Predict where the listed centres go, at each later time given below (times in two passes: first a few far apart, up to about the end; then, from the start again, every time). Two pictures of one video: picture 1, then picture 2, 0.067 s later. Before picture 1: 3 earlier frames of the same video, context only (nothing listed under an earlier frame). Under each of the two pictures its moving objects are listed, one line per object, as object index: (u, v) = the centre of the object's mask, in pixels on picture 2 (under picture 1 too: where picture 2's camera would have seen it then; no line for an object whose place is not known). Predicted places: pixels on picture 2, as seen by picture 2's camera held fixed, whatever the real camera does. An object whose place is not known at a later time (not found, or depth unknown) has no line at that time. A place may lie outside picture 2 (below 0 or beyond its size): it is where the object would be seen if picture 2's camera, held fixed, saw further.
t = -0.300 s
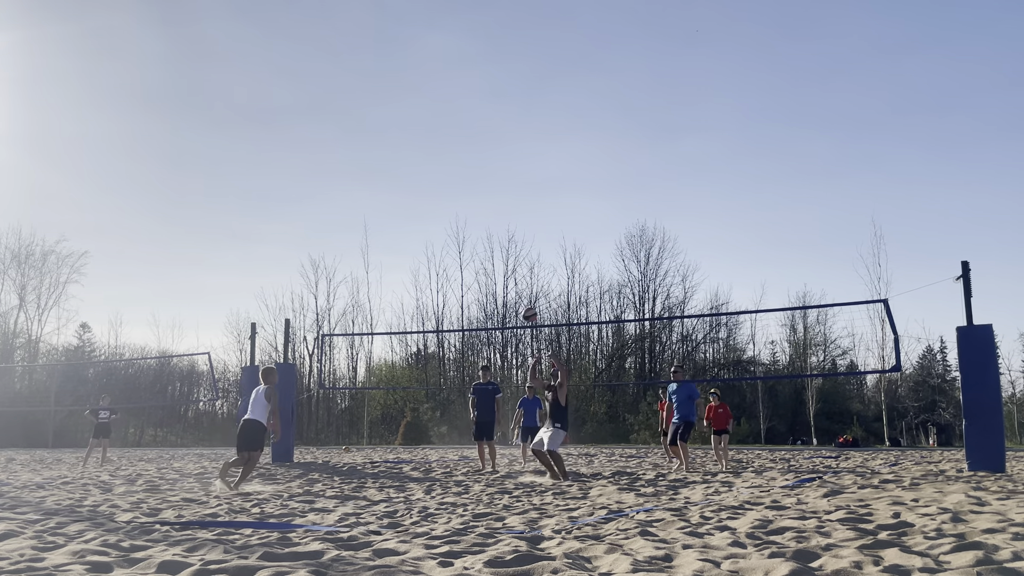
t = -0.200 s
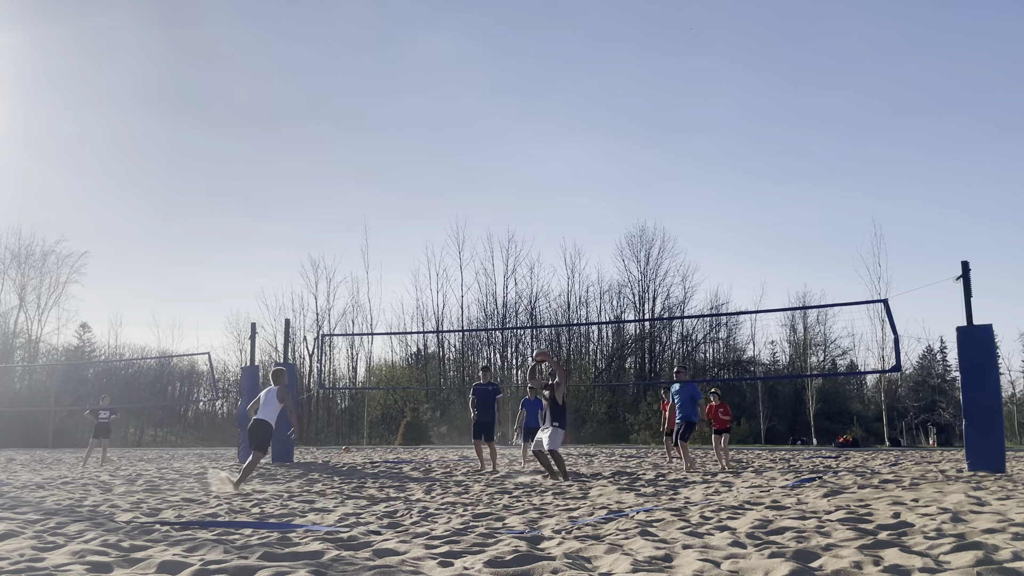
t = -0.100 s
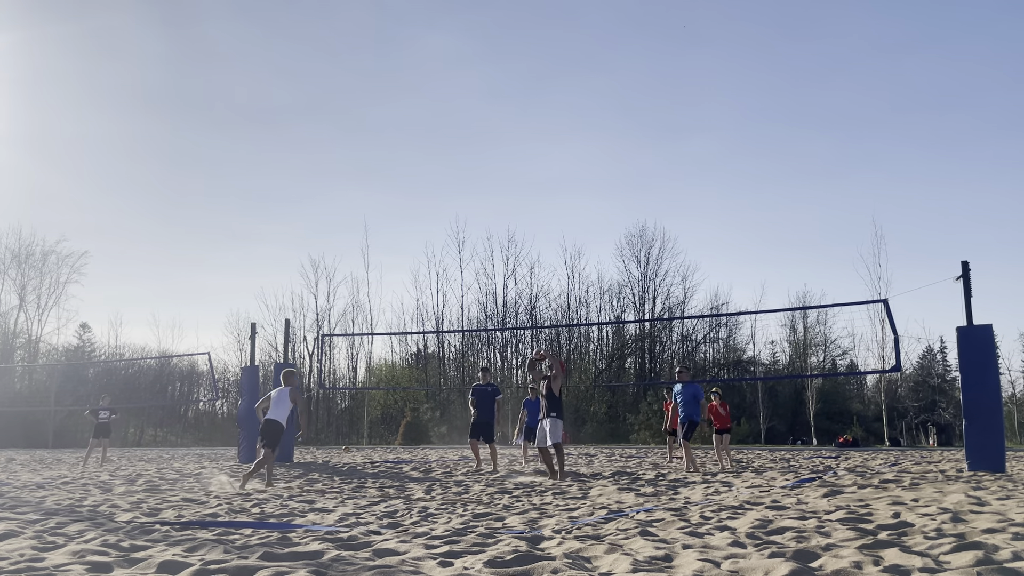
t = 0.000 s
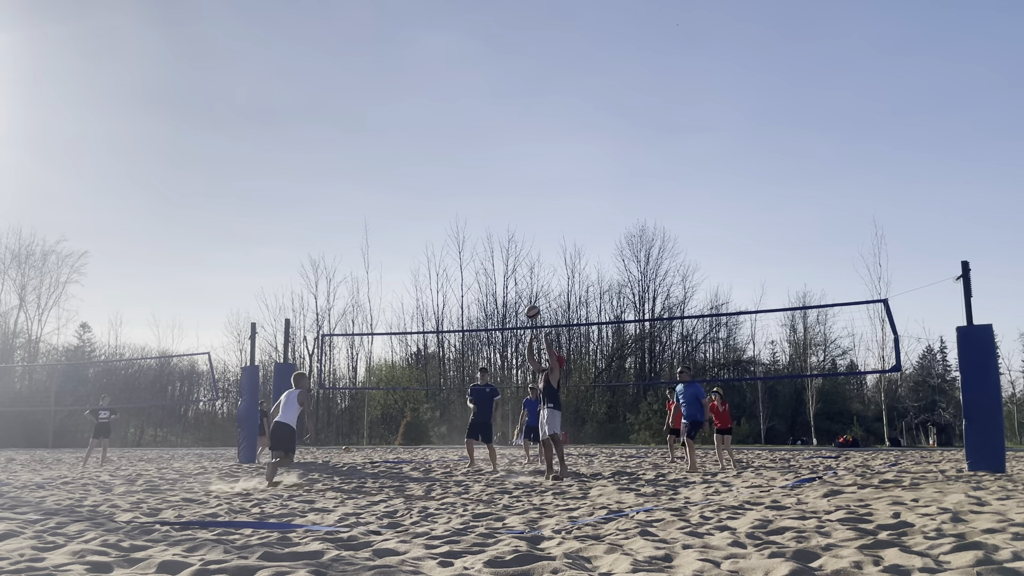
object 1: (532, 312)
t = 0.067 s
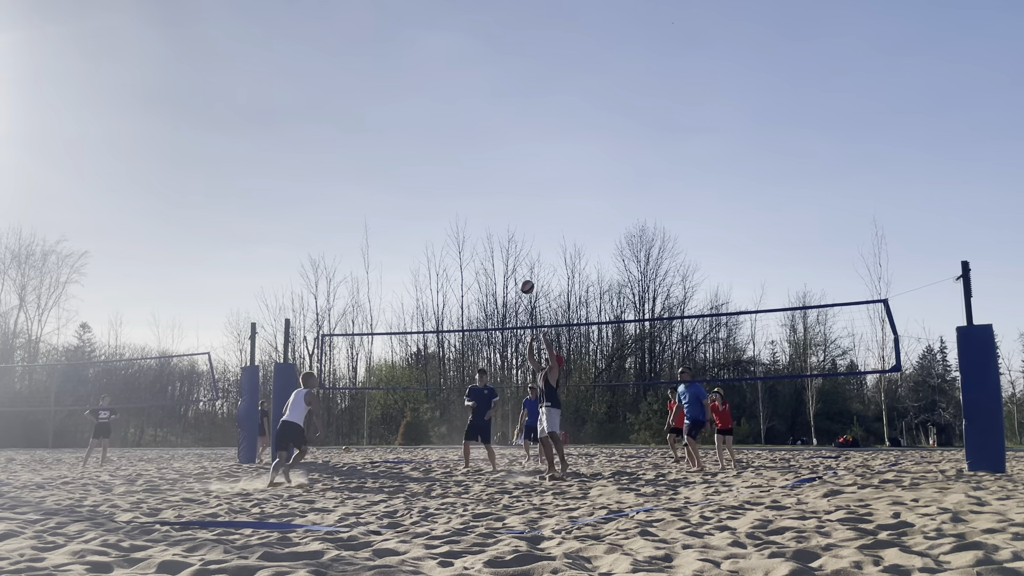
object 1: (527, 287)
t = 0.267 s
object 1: (513, 234)
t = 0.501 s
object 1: (497, 209)
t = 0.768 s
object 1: (479, 220)
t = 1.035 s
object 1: (462, 270)
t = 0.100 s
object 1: (525, 276)
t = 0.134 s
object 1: (522, 266)
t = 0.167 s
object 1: (520, 256)
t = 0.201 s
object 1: (517, 248)
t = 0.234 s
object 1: (515, 241)
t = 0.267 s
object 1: (513, 234)
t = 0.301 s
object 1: (510, 228)
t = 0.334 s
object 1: (508, 223)
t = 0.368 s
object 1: (506, 219)
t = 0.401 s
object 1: (504, 215)
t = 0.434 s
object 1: (501, 212)
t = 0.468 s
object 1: (499, 210)
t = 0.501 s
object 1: (497, 209)
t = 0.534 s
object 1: (494, 208)
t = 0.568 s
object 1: (492, 208)
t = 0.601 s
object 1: (490, 208)
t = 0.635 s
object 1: (488, 209)
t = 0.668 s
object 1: (486, 211)
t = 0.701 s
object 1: (483, 214)
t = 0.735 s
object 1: (481, 217)
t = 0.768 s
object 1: (479, 220)
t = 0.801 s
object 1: (477, 224)
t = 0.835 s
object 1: (475, 229)
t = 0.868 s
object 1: (473, 235)
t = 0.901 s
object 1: (471, 241)
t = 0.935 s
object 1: (469, 247)
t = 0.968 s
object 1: (467, 254)
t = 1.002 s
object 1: (464, 262)
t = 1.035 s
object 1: (462, 270)
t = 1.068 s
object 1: (460, 279)
